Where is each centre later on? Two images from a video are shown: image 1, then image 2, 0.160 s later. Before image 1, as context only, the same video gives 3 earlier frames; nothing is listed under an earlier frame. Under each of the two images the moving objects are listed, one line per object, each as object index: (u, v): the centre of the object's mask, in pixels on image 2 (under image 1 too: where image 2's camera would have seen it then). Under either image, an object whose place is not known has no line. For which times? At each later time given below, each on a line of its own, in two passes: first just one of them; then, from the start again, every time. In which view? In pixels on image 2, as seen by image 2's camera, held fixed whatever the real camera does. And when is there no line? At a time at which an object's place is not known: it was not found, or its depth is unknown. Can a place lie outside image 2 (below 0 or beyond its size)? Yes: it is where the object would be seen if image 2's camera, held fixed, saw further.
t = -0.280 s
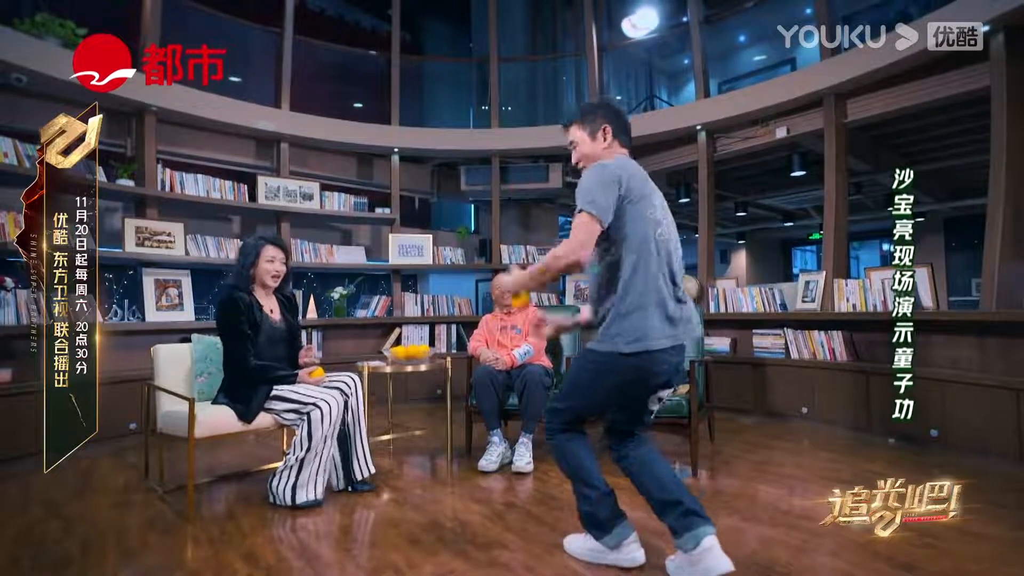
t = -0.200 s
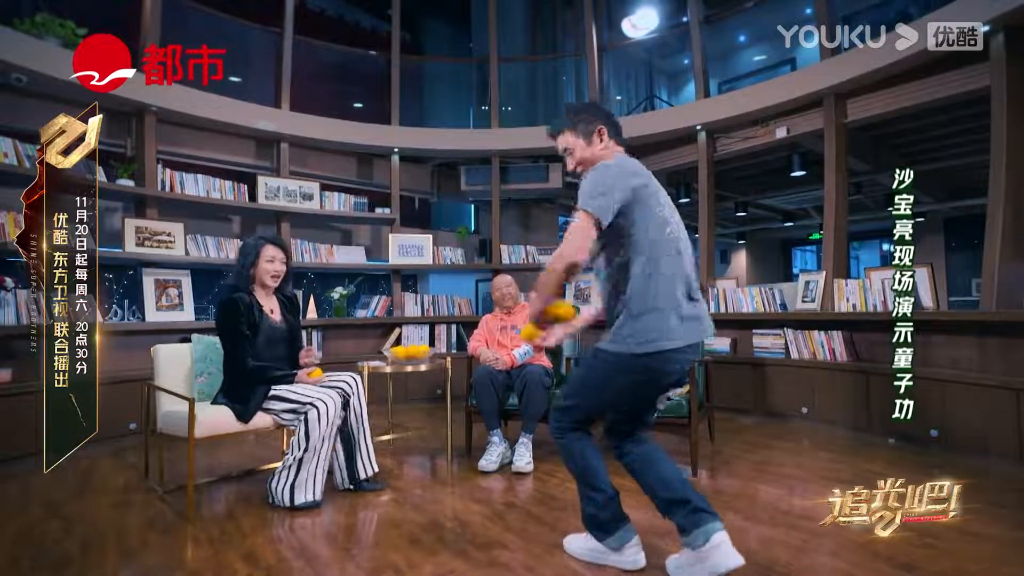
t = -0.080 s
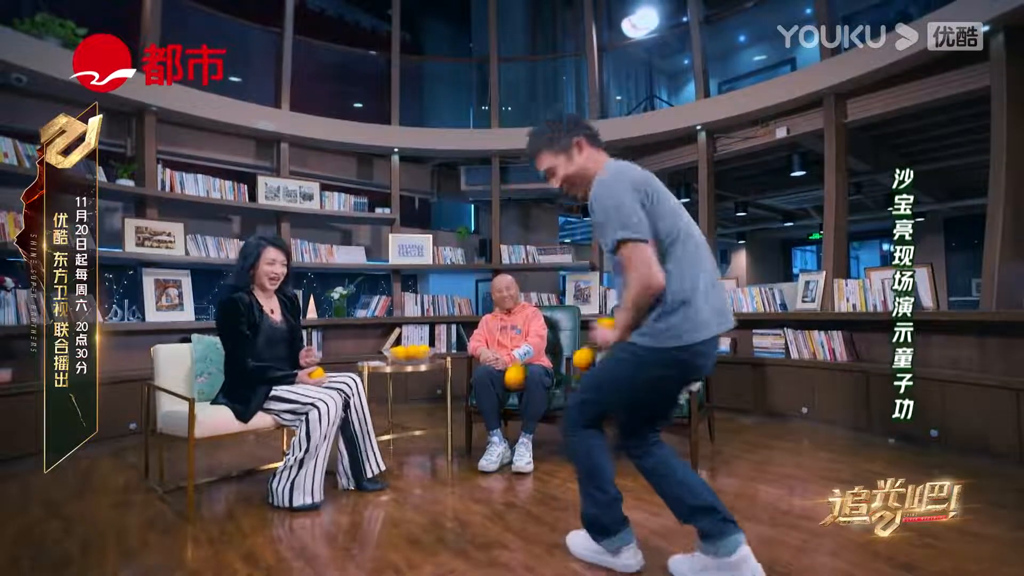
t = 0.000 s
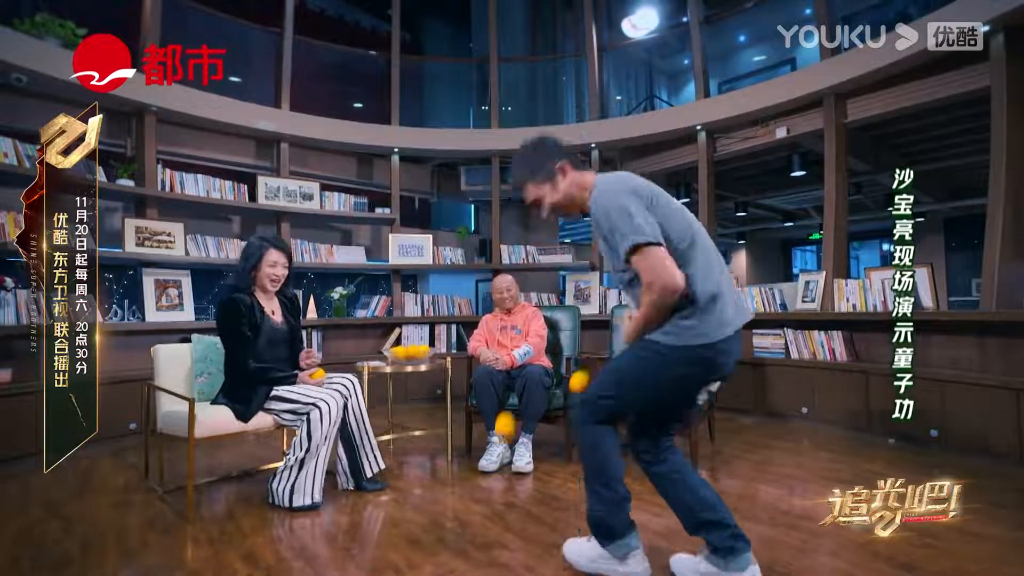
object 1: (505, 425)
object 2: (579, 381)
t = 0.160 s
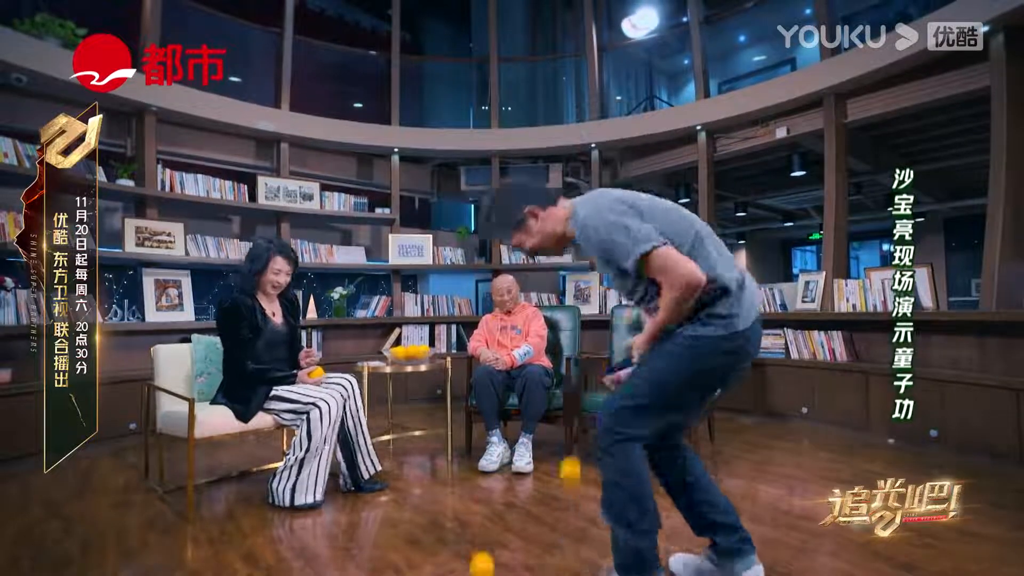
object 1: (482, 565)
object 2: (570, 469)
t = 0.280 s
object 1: (473, 535)
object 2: (565, 521)
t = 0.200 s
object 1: (479, 551)
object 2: (569, 499)
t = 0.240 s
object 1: (476, 540)
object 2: (566, 535)
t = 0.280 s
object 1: (473, 535)
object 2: (565, 521)
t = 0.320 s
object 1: (470, 534)
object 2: (563, 508)
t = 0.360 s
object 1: (467, 539)
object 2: (561, 500)
